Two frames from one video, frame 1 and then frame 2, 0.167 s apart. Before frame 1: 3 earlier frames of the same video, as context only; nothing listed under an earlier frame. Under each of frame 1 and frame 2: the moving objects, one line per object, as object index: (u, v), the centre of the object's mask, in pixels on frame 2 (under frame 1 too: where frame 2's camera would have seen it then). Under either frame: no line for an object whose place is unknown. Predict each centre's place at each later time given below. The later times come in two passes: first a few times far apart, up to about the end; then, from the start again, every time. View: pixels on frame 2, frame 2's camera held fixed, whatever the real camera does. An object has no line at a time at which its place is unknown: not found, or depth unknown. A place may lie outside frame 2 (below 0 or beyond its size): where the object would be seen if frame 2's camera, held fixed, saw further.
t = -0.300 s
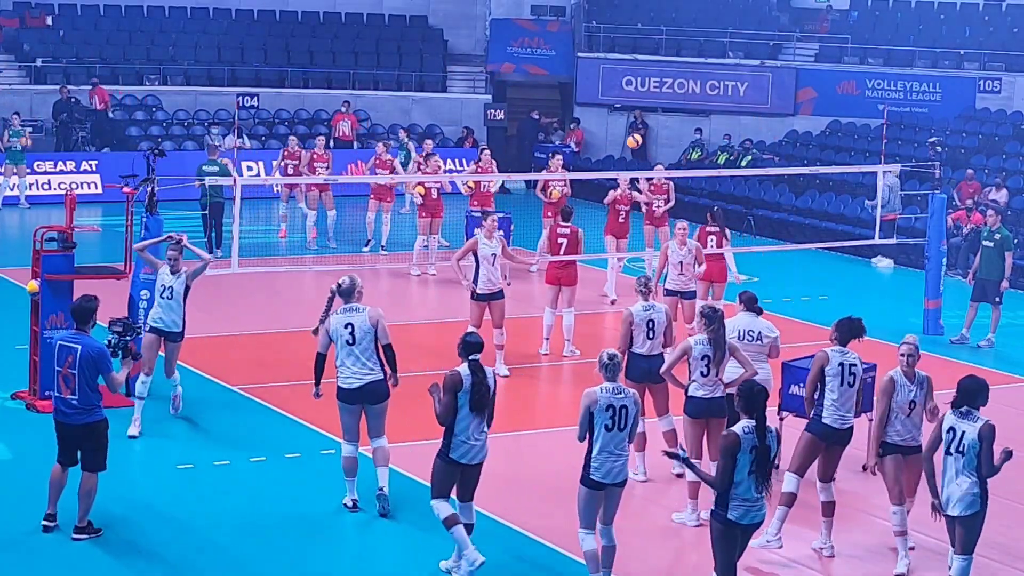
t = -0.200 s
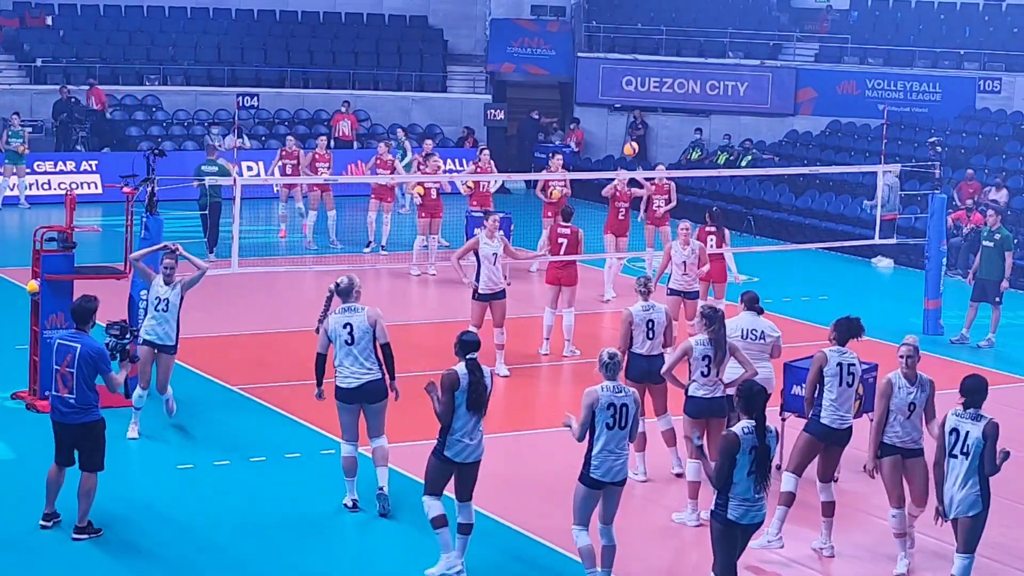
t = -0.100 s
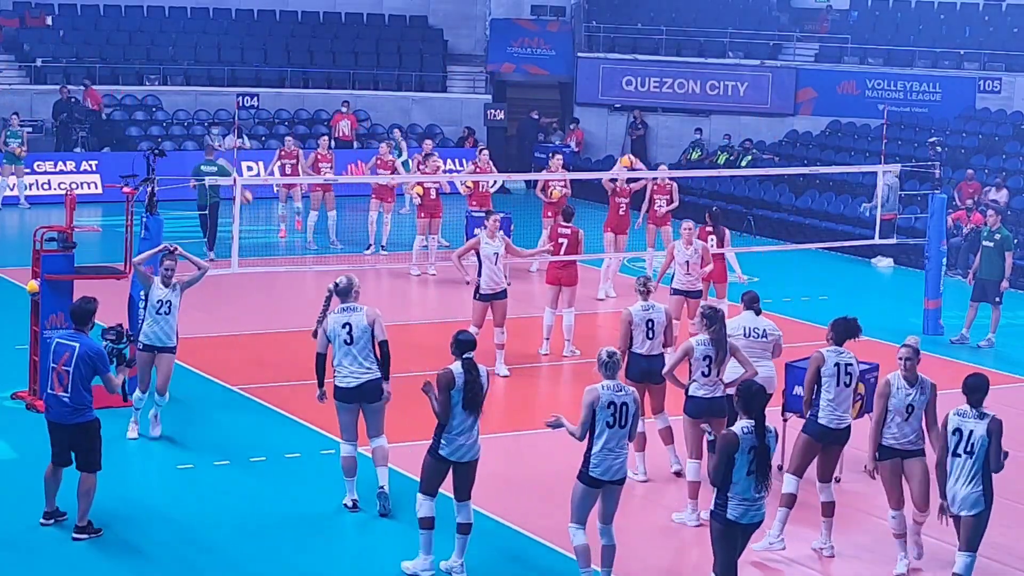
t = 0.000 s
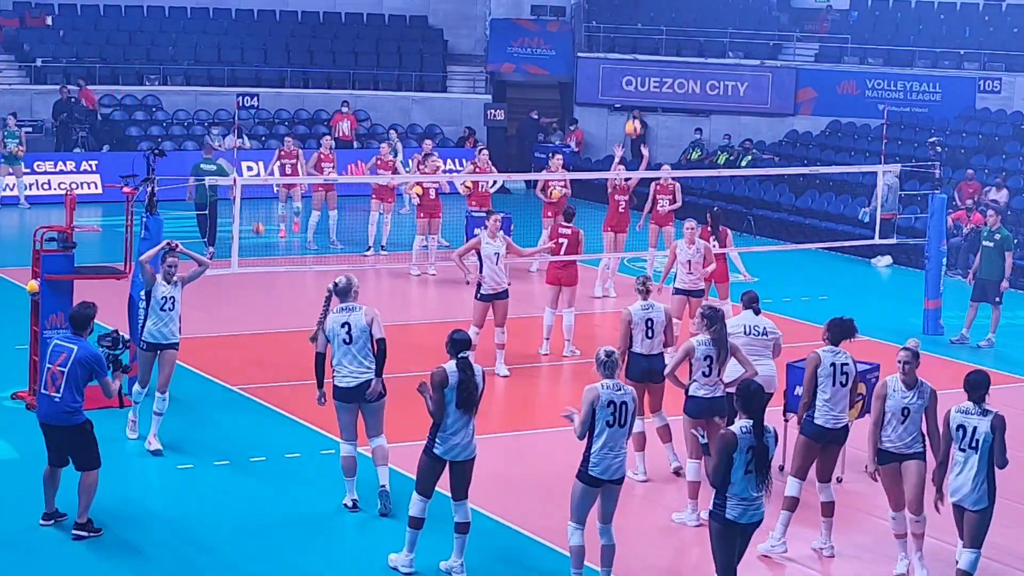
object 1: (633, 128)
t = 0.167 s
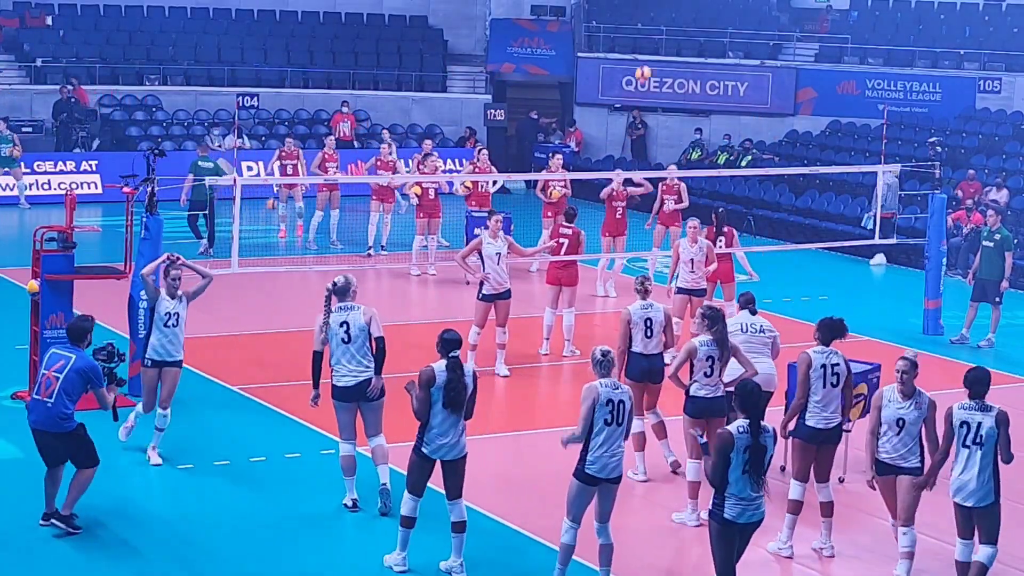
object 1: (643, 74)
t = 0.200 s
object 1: (645, 66)
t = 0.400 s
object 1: (655, 33)
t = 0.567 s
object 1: (662, 27)
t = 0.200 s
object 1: (645, 66)
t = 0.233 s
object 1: (647, 58)
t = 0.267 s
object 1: (649, 51)
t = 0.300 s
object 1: (650, 46)
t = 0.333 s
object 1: (652, 41)
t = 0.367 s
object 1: (654, 36)
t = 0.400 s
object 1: (655, 33)
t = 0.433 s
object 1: (657, 30)
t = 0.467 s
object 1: (658, 28)
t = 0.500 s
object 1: (660, 27)
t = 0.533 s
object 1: (661, 26)
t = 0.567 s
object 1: (662, 27)
